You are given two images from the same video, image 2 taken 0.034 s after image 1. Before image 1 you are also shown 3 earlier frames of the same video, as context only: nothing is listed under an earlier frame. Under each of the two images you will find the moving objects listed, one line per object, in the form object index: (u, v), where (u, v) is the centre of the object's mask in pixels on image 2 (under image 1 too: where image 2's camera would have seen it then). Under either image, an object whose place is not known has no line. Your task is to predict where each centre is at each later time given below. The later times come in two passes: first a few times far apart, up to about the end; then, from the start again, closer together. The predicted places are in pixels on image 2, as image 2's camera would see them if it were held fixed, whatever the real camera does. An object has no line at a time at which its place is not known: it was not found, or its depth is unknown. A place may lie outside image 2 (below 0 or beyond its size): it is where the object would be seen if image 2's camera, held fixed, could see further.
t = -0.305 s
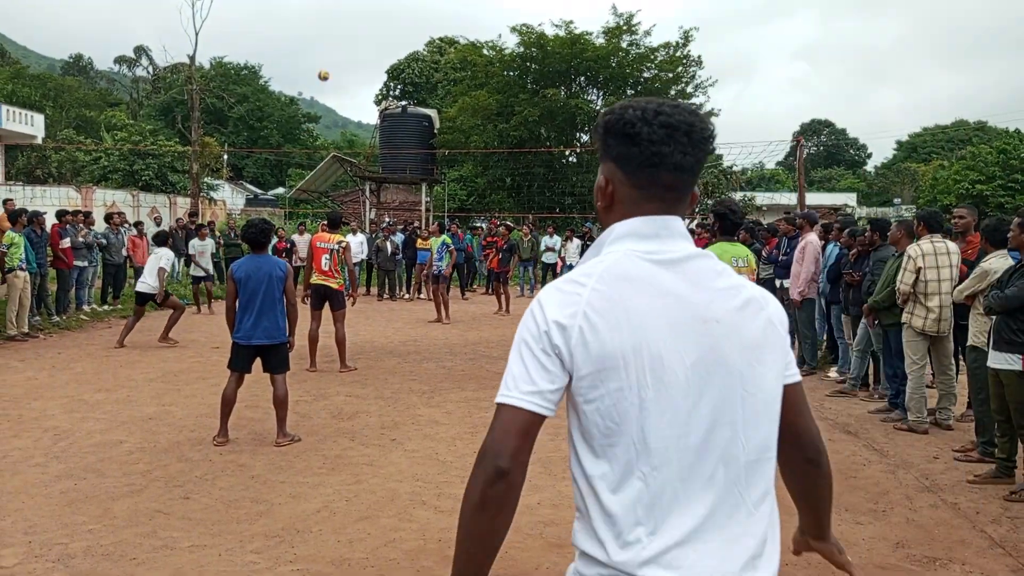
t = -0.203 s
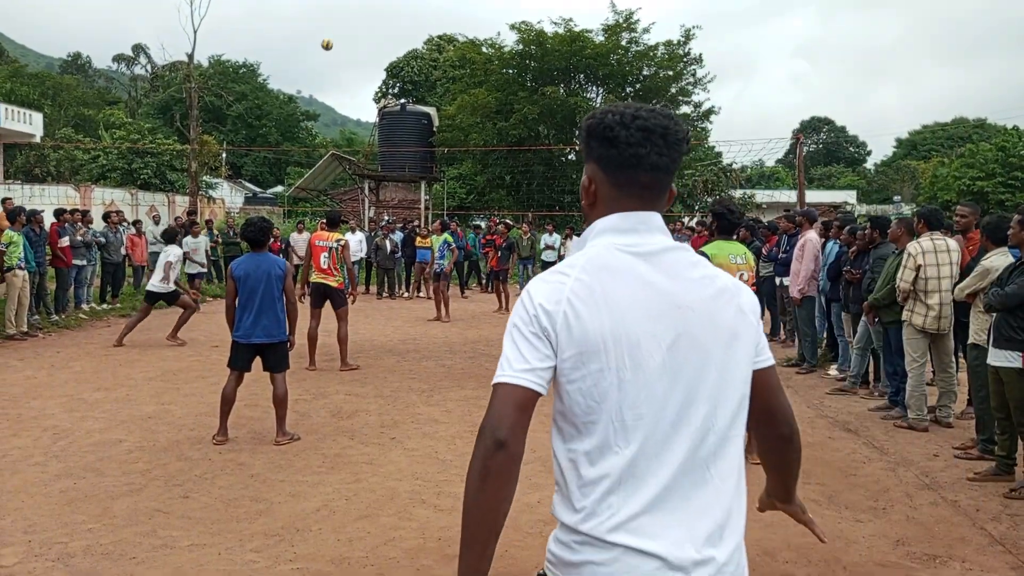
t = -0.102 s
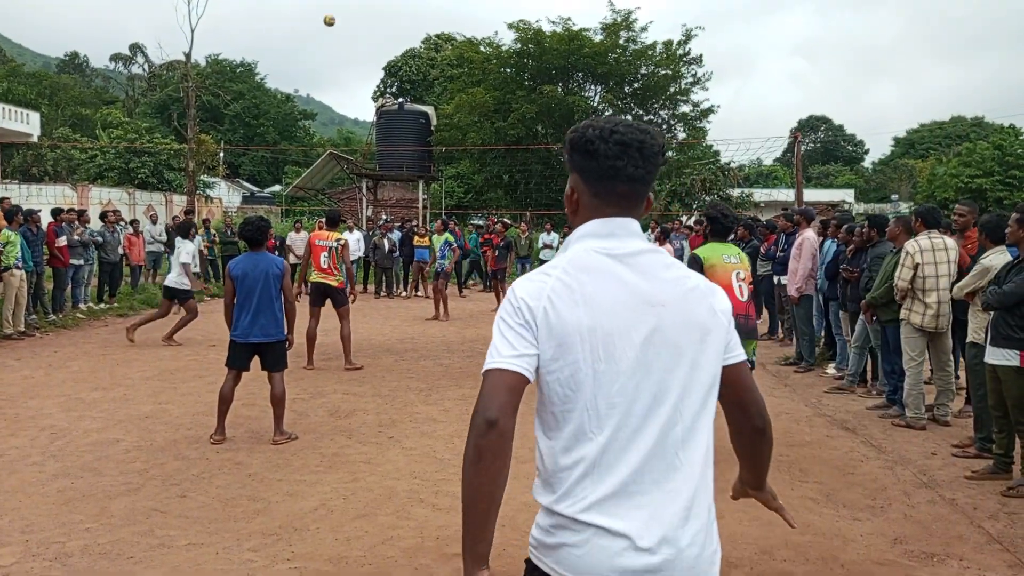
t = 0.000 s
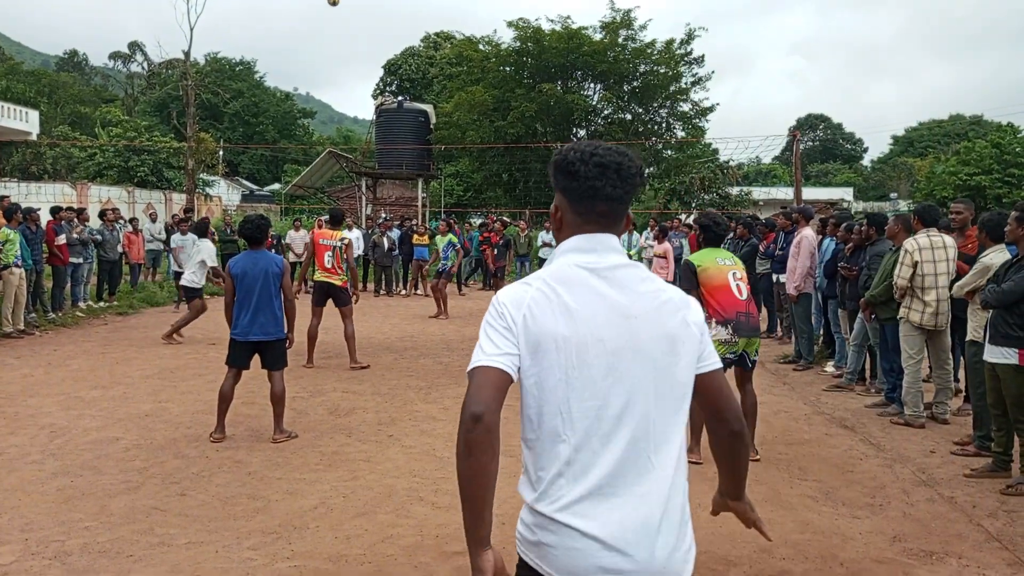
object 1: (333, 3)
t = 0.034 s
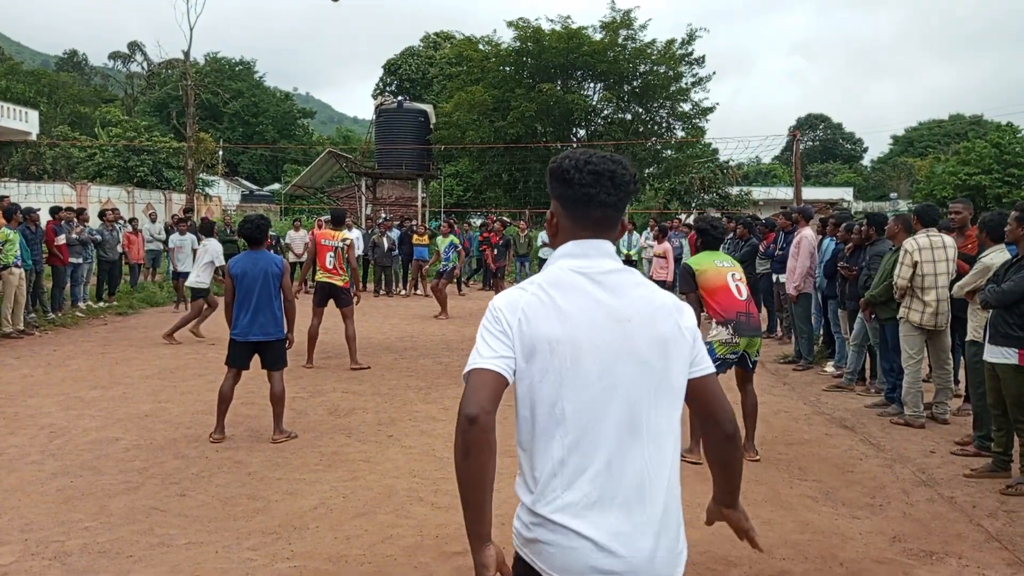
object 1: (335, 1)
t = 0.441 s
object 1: (356, -8)
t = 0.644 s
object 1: (366, 22)
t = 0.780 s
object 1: (373, 59)
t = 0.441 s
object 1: (356, -8)
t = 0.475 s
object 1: (357, -6)
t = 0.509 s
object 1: (359, -4)
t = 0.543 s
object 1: (361, 2)
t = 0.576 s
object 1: (363, 8)
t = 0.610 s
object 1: (364, 15)
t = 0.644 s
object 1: (366, 22)
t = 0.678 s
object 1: (368, 30)
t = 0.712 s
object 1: (369, 40)
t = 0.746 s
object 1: (371, 49)
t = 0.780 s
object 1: (373, 59)
